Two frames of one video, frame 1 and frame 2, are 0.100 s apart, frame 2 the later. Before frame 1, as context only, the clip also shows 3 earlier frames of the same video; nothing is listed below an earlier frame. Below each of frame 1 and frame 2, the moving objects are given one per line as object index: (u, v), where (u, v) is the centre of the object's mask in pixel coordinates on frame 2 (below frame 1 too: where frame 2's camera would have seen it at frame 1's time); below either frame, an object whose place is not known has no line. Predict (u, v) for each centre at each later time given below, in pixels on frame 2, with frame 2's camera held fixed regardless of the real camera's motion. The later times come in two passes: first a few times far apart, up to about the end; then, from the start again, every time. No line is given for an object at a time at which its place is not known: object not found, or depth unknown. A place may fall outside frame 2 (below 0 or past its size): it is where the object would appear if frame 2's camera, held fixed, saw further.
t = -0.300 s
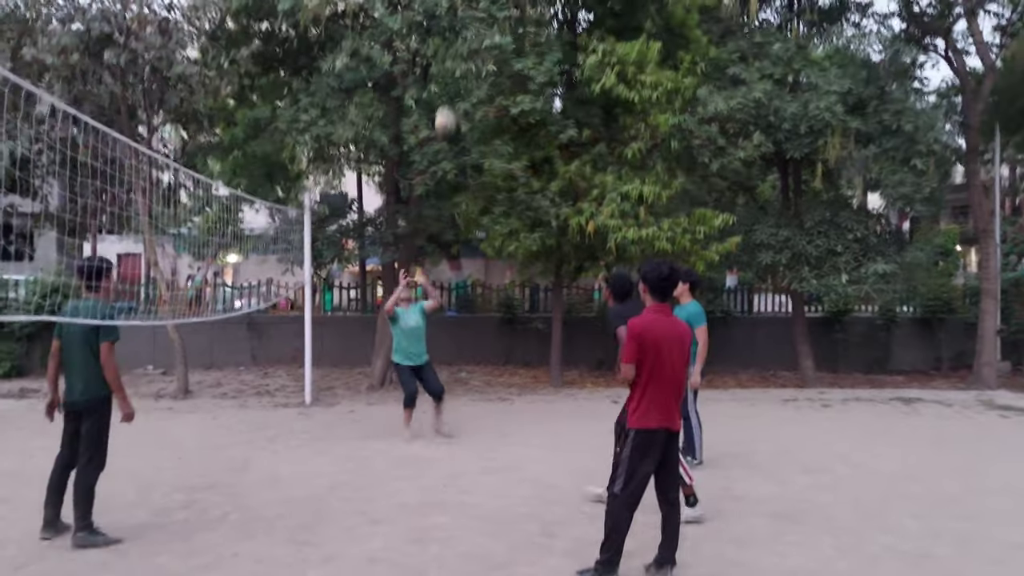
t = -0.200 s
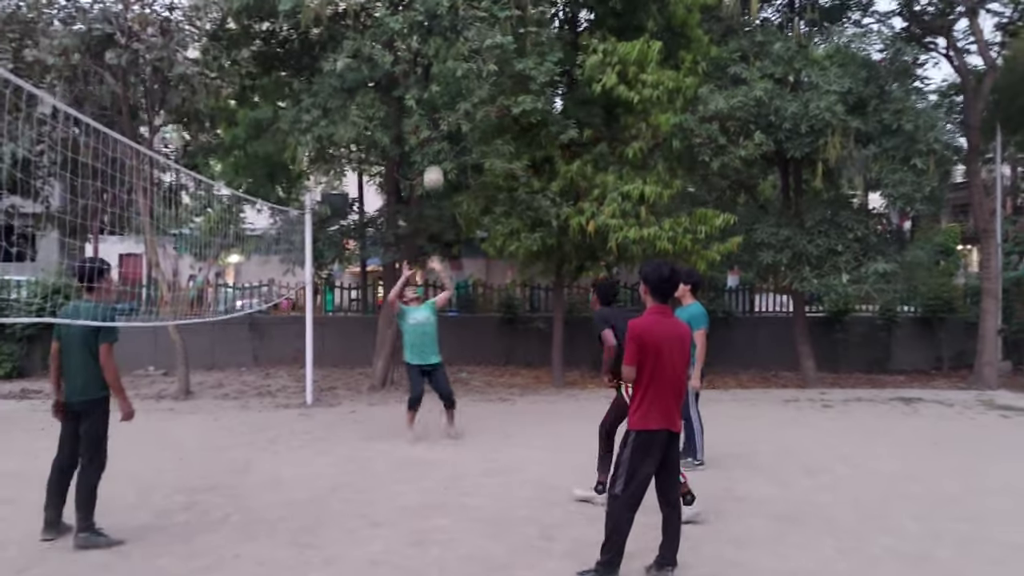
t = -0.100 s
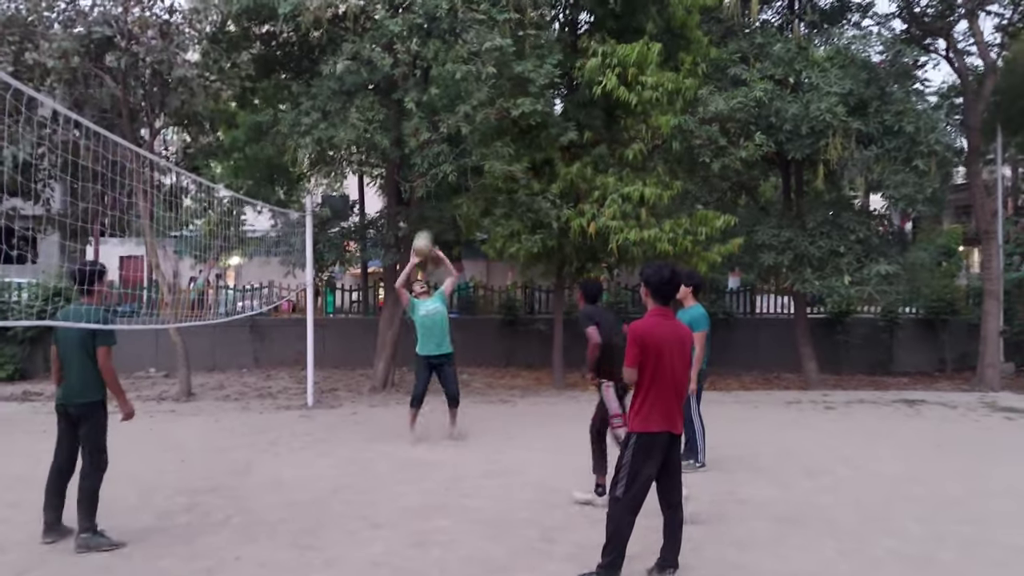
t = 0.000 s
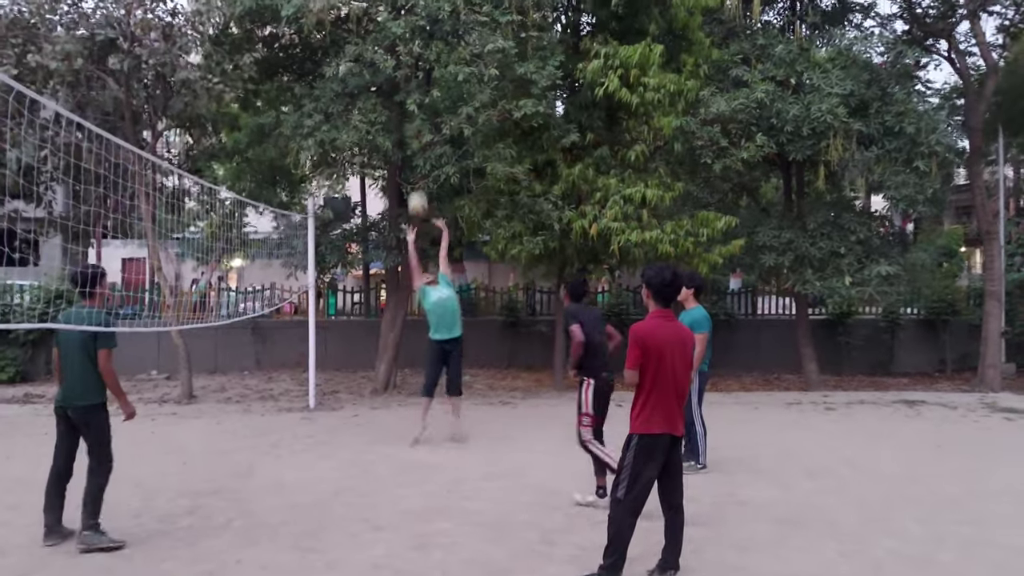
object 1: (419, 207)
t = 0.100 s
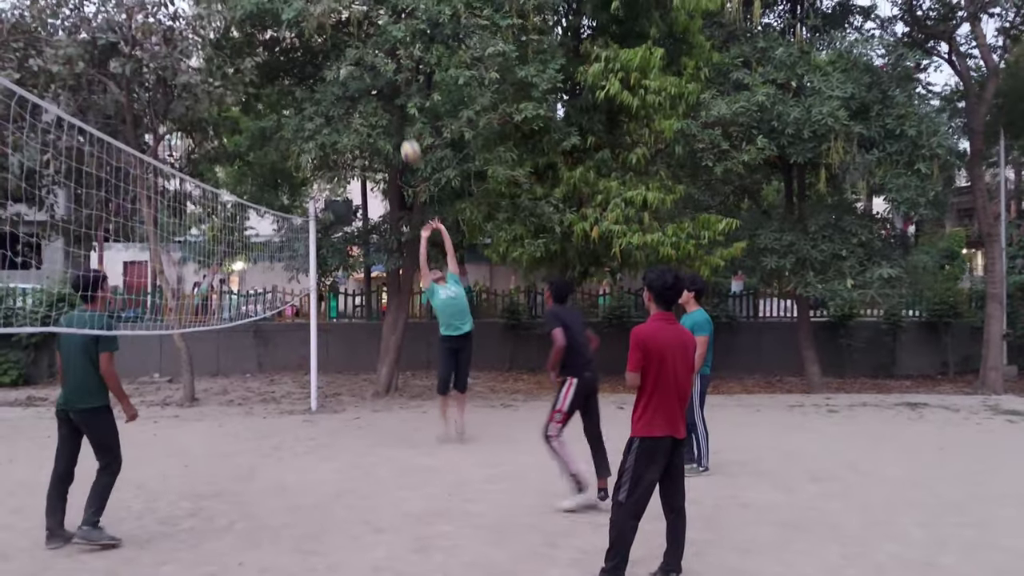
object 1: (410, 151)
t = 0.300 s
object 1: (396, 68)
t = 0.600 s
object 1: (372, 8)
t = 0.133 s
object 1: (408, 135)
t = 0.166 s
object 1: (405, 119)
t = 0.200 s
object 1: (402, 104)
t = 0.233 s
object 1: (400, 91)
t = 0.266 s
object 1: (397, 77)
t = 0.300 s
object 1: (396, 68)
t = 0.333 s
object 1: (393, 54)
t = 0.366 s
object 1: (391, 46)
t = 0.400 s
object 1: (388, 38)
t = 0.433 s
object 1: (385, 29)
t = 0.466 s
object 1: (382, 22)
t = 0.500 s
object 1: (380, 17)
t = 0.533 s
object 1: (379, 15)
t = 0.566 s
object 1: (375, 10)
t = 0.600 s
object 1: (372, 8)
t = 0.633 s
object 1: (370, 7)
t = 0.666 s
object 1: (368, 6)
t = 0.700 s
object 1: (366, 7)
